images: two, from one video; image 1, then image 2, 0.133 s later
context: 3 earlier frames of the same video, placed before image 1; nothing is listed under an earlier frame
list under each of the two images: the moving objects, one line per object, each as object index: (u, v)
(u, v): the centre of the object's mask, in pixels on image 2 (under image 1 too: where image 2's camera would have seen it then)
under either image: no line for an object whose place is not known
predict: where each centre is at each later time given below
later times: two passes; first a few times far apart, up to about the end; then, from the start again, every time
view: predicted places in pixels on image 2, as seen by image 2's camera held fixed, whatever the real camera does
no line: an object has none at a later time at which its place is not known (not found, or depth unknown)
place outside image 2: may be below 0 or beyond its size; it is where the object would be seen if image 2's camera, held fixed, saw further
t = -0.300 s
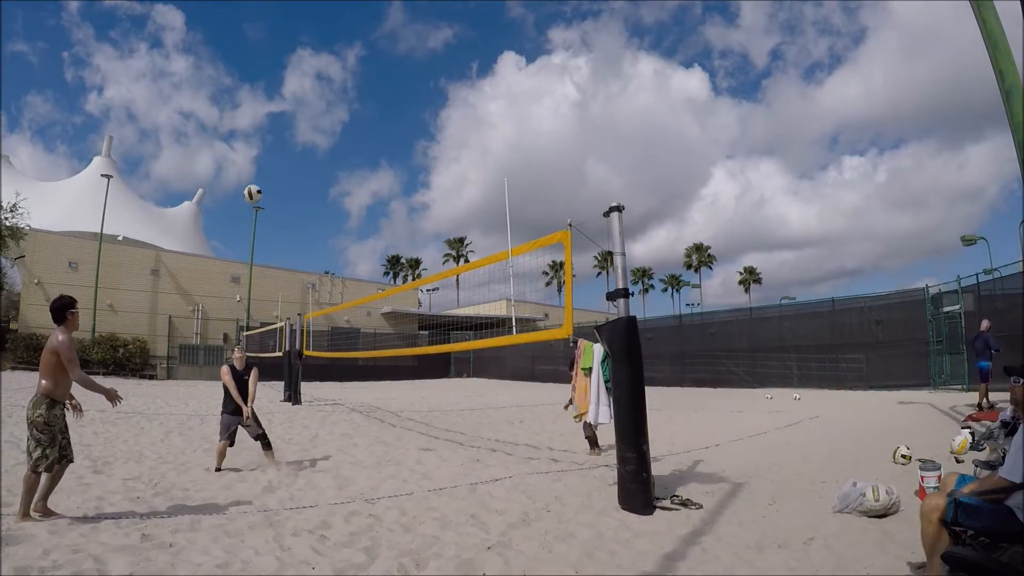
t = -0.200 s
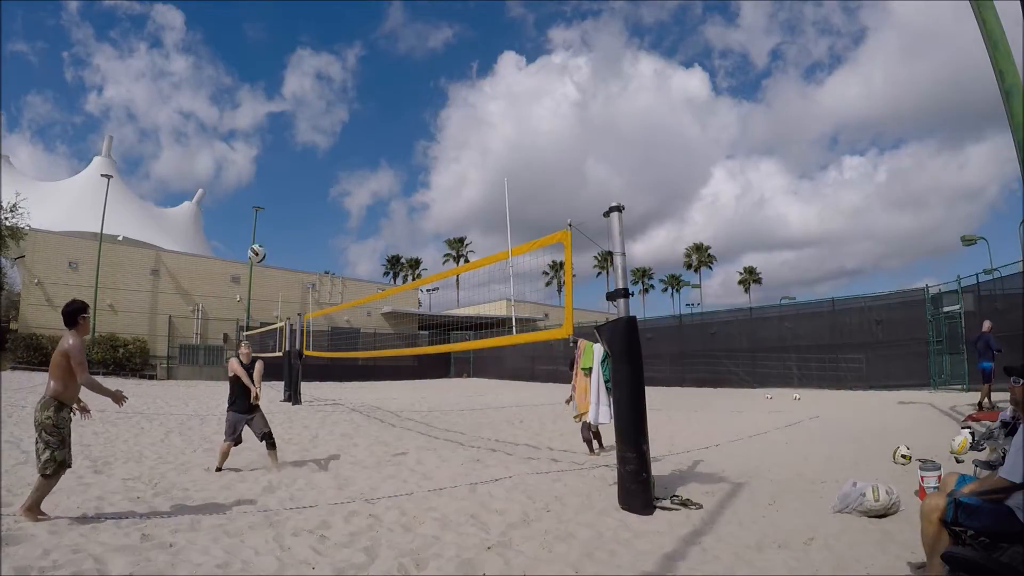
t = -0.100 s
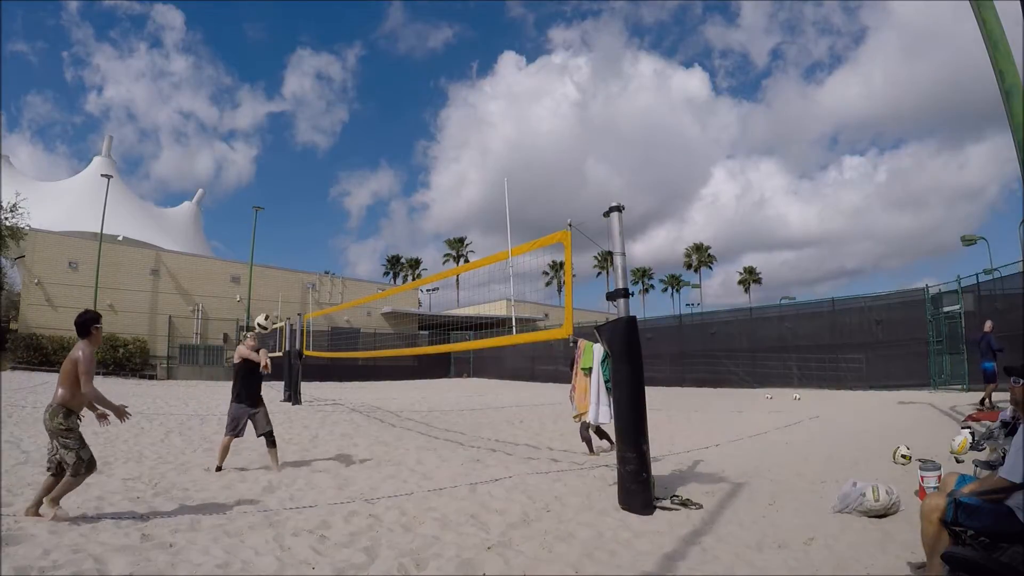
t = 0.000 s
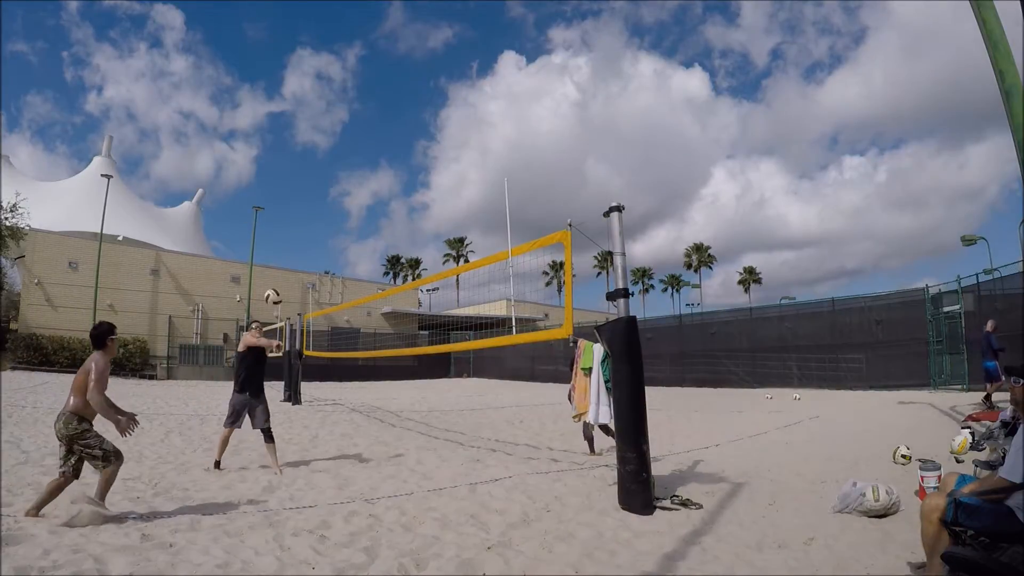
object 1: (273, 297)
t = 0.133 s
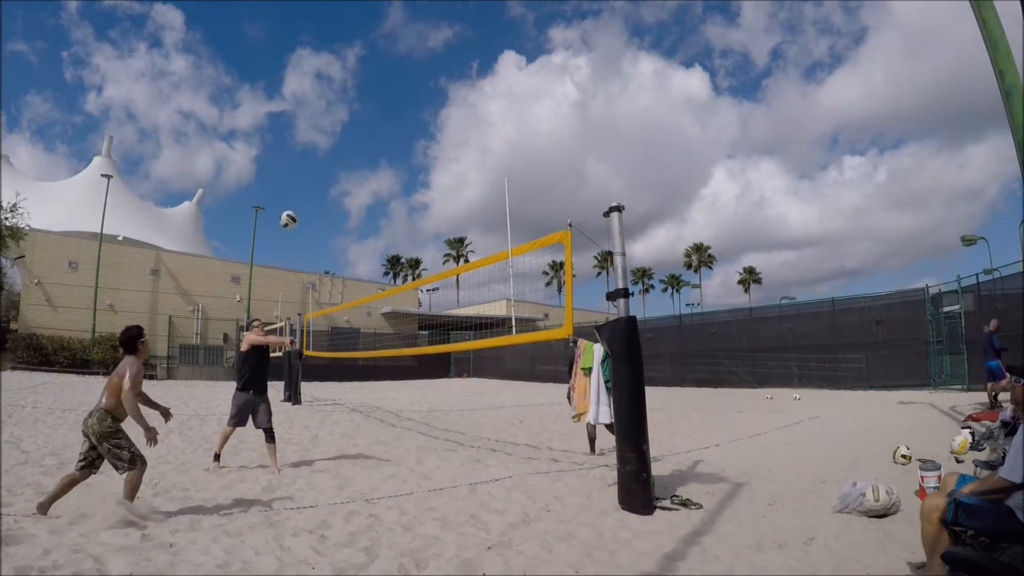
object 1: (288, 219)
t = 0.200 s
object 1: (296, 187)
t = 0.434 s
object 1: (320, 103)
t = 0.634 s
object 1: (339, 65)
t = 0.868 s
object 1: (355, 54)
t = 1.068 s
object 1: (365, 75)
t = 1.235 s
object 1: (372, 121)
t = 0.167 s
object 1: (292, 203)
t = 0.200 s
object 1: (296, 187)
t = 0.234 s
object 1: (299, 172)
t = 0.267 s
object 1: (303, 158)
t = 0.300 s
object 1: (307, 145)
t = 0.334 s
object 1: (310, 133)
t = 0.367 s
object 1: (314, 122)
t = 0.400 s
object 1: (317, 112)
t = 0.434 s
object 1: (320, 103)
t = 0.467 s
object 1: (324, 95)
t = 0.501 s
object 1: (327, 87)
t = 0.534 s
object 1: (330, 80)
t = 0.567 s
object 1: (333, 75)
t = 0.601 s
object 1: (336, 69)
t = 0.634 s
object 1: (339, 65)
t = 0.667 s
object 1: (341, 61)
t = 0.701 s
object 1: (344, 58)
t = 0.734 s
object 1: (346, 56)
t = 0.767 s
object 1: (349, 54)
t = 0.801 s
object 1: (351, 53)
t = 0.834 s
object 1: (353, 53)
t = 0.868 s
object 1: (355, 54)
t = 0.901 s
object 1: (357, 55)
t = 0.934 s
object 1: (359, 58)
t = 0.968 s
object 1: (360, 61)
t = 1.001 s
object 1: (362, 64)
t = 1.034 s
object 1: (363, 70)
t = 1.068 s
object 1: (365, 75)
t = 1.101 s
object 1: (366, 83)
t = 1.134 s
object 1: (368, 90)
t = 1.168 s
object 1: (369, 99)
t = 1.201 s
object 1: (371, 109)
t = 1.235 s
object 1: (372, 121)
